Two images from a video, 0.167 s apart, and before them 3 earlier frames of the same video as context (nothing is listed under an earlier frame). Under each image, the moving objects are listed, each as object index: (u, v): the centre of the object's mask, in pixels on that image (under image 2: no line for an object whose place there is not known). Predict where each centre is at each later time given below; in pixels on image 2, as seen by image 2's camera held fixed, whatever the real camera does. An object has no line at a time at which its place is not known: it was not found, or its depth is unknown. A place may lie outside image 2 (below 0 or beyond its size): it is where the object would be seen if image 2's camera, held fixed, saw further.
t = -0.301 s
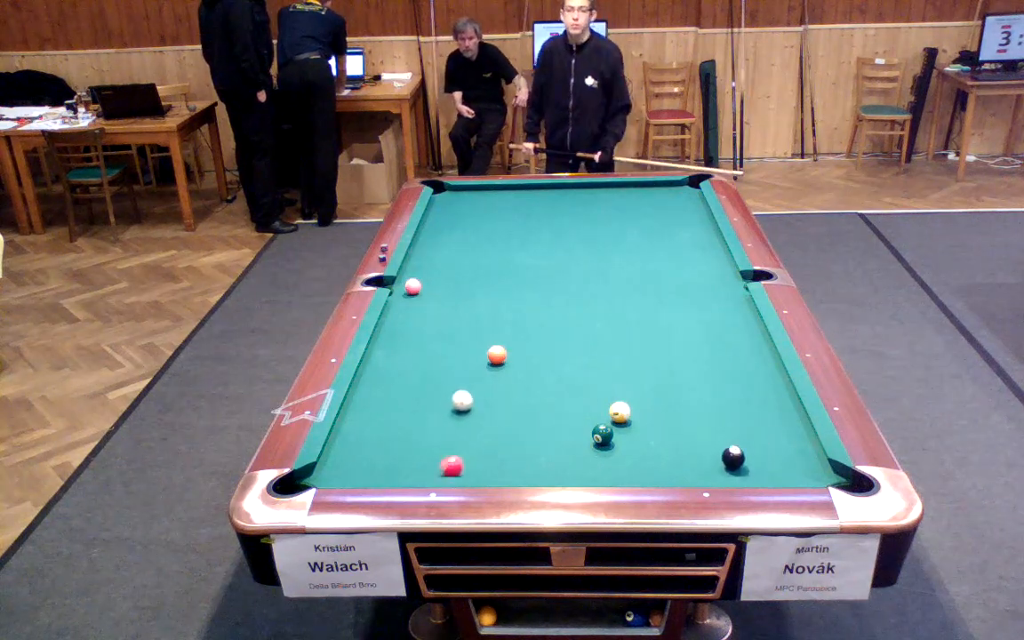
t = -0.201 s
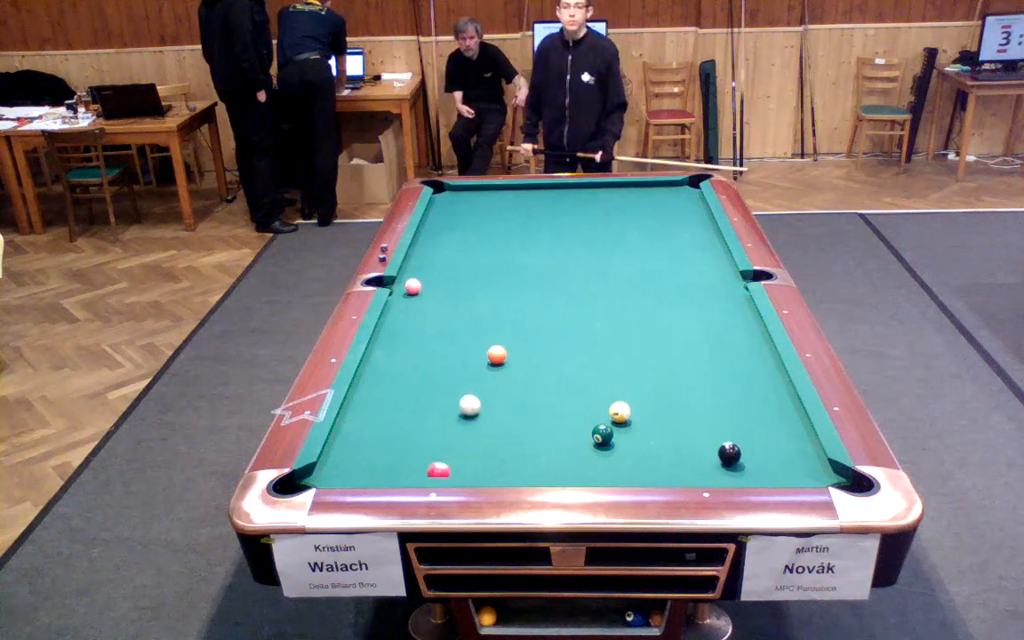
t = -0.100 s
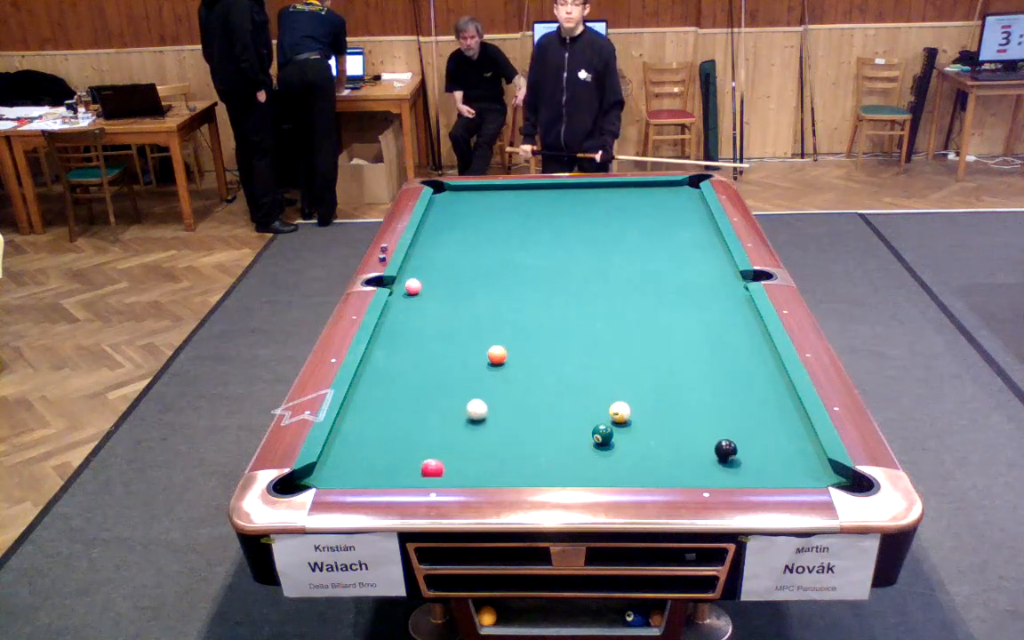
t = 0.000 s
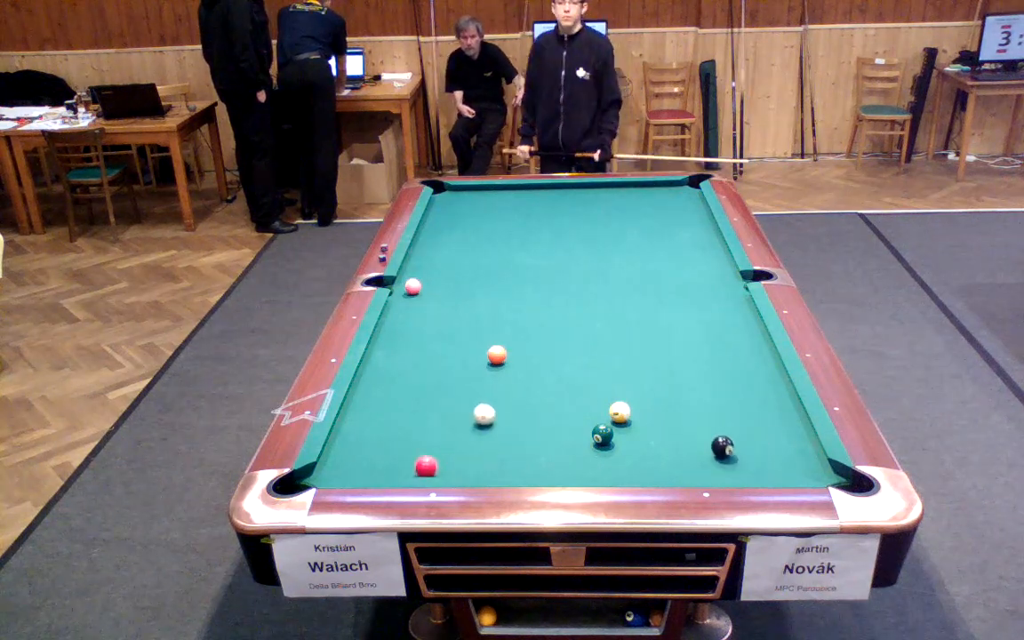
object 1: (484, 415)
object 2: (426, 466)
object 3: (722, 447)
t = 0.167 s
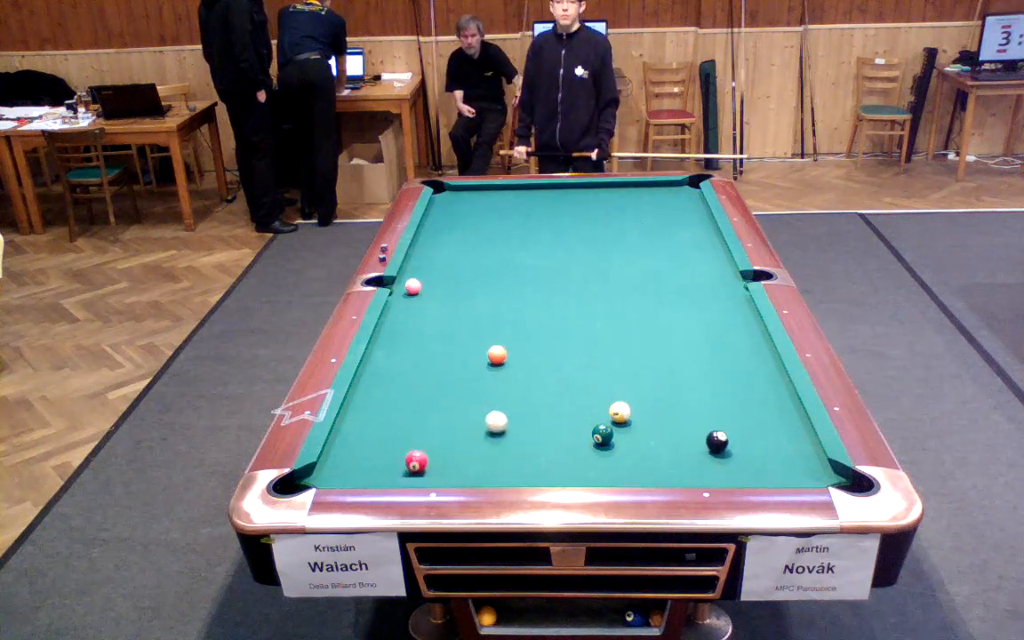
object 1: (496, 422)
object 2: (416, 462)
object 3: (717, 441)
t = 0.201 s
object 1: (499, 424)
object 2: (414, 461)
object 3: (716, 440)
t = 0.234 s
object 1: (501, 425)
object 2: (412, 459)
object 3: (715, 439)
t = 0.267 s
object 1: (503, 427)
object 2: (410, 459)
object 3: (714, 438)
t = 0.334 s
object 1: (510, 431)
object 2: (405, 456)
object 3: (711, 435)
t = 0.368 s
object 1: (513, 433)
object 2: (403, 454)
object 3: (710, 435)
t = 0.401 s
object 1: (515, 434)
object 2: (402, 454)
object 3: (709, 434)
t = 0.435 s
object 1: (517, 435)
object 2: (400, 452)
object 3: (708, 433)
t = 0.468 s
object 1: (520, 437)
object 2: (398, 452)
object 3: (707, 432)
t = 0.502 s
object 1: (522, 438)
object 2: (396, 451)
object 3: (706, 431)
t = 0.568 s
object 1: (527, 441)
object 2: (393, 449)
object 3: (704, 429)
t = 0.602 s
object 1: (529, 443)
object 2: (391, 448)
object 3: (703, 429)
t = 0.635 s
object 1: (531, 444)
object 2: (390, 447)
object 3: (702, 428)
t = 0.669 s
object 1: (533, 445)
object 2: (388, 446)
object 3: (702, 427)
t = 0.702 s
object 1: (536, 446)
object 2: (387, 445)
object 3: (701, 426)
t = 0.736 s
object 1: (538, 448)
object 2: (385, 445)
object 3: (700, 426)
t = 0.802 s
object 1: (543, 451)
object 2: (382, 443)
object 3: (699, 424)
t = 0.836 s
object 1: (545, 452)
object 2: (381, 442)
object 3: (698, 423)
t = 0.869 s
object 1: (547, 454)
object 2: (379, 441)
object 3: (697, 423)
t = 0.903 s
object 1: (549, 455)
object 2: (377, 441)
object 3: (697, 422)
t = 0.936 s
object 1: (552, 456)
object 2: (376, 440)
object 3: (696, 421)
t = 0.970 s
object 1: (554, 458)
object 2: (374, 440)
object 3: (696, 421)
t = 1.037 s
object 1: (558, 460)
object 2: (372, 438)
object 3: (694, 419)
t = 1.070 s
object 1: (560, 462)
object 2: (370, 438)
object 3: (694, 419)
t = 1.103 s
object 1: (563, 463)
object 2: (369, 437)
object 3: (693, 418)
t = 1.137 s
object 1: (565, 464)
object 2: (367, 436)
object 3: (693, 417)
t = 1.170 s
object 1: (567, 465)
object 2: (366, 436)
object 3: (692, 417)
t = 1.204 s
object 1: (569, 466)
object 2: (364, 435)
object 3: (692, 417)
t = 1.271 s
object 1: (573, 467)
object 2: (361, 434)
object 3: (691, 416)
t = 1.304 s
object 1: (575, 467)
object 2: (360, 433)
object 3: (690, 415)
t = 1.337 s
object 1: (577, 469)
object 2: (359, 433)
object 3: (690, 415)
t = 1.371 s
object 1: (579, 470)
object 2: (357, 432)
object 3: (690, 414)
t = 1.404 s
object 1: (581, 470)
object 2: (356, 432)
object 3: (689, 414)
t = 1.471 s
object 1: (583, 468)
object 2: (353, 430)
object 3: (688, 413)
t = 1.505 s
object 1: (585, 468)
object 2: (352, 430)
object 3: (688, 412)
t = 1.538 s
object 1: (586, 468)
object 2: (351, 429)
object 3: (688, 412)
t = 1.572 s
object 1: (587, 468)
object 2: (350, 429)
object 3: (688, 411)
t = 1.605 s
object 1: (588, 467)
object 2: (349, 428)
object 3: (687, 411)
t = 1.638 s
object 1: (589, 467)
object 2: (347, 428)
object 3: (687, 410)
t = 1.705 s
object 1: (591, 466)
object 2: (345, 427)
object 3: (686, 410)
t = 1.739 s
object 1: (592, 466)
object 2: (343, 426)
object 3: (686, 409)
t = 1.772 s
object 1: (593, 466)
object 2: (343, 426)
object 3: (686, 409)
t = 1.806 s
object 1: (593, 466)
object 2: (343, 426)
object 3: (685, 409)
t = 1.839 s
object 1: (594, 465)
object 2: (344, 425)
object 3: (685, 408)
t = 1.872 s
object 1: (595, 465)
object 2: (344, 425)
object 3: (685, 408)
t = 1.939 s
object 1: (597, 464)
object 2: (346, 424)
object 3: (684, 408)
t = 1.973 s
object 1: (597, 464)
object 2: (347, 424)
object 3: (684, 407)
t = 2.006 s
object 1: (598, 464)
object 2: (348, 424)
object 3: (684, 407)
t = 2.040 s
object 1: (599, 464)
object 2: (348, 424)
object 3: (684, 407)
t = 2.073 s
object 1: (599, 464)
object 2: (349, 423)
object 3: (684, 407)
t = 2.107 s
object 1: (600, 463)
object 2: (349, 423)
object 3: (684, 406)
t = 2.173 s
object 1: (601, 462)
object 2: (351, 423)
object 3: (683, 406)
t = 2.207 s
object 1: (601, 461)
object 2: (351, 422)
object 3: (683, 406)
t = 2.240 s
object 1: (602, 461)
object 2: (351, 422)
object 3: (683, 406)
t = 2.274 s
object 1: (603, 461)
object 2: (352, 422)
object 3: (683, 406)
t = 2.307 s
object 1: (603, 460)
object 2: (352, 422)
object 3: (683, 406)
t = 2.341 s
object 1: (603, 460)
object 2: (352, 422)
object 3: (683, 406)
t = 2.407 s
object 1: (604, 459)
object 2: (353, 422)
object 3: (683, 405)
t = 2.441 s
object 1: (605, 459)
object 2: (354, 421)
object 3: (683, 405)
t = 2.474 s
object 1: (605, 459)
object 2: (354, 421)
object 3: (683, 405)
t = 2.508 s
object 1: (605, 459)
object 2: (354, 421)
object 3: (683, 405)
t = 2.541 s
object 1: (606, 458)
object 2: (354, 421)
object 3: (683, 405)
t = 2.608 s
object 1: (606, 458)
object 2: (354, 421)
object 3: (683, 405)
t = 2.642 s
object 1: (606, 458)
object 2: (354, 421)
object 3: (683, 405)
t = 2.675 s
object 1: (606, 458)
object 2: (354, 421)
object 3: (683, 405)
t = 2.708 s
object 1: (606, 457)
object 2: (354, 421)
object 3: (683, 405)
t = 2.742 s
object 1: (607, 457)
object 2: (354, 421)
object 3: (683, 405)
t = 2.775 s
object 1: (607, 457)
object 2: (354, 421)
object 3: (683, 405)
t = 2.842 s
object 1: (607, 457)
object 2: (354, 421)
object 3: (683, 405)
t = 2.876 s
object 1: (607, 457)
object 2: (354, 421)
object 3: (683, 405)
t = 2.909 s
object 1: (607, 456)
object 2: (354, 421)
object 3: (683, 405)
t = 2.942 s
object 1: (607, 456)
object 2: (354, 421)
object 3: (683, 405)
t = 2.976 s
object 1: (607, 456)
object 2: (354, 421)
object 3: (683, 405)
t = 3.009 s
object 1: (607, 456)
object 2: (354, 421)
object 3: (683, 405)
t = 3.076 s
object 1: (607, 456)
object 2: (354, 421)
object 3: (683, 405)
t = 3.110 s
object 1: (607, 456)
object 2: (354, 421)
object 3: (683, 405)
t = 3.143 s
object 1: (607, 456)
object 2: (354, 421)
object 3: (683, 405)
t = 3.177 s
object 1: (607, 456)
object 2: (354, 421)
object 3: (683, 405)
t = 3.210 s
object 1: (606, 456)
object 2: (354, 421)
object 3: (683, 405)
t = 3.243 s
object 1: (606, 456)
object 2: (354, 421)
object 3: (683, 405)
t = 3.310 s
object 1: (606, 455)
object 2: (354, 421)
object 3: (683, 405)
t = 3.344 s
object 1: (606, 455)
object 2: (354, 421)
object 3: (683, 406)
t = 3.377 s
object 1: (606, 455)
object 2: (354, 421)
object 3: (683, 405)
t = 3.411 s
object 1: (606, 455)
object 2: (354, 421)
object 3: (683, 406)
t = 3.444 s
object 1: (606, 455)
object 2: (354, 421)
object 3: (683, 405)
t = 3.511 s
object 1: (606, 455)
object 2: (354, 421)
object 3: (683, 406)
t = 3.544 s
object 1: (606, 455)
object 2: (354, 421)
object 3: (683, 406)
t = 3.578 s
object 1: (606, 455)
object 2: (354, 421)
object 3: (683, 406)
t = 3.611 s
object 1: (606, 455)
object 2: (354, 421)
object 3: (683, 406)
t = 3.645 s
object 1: (606, 455)
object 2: (354, 421)
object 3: (683, 406)
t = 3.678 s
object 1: (606, 455)
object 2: (354, 421)
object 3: (683, 406)
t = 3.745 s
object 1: (606, 455)
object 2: (354, 421)
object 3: (683, 405)
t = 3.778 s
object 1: (606, 455)
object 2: (354, 421)
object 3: (683, 405)
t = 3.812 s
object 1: (606, 455)
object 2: (354, 421)
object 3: (683, 405)
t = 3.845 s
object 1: (606, 455)
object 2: (354, 421)
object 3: (683, 405)
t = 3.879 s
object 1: (606, 455)
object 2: (354, 421)
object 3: (683, 405)
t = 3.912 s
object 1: (606, 455)
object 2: (354, 421)
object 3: (683, 405)
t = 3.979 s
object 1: (606, 455)
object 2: (354, 421)
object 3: (683, 406)
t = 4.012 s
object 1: (606, 455)
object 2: (354, 421)
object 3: (683, 406)
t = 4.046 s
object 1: (606, 455)
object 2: (354, 421)
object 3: (683, 406)
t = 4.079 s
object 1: (606, 455)
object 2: (354, 421)
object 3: (683, 406)
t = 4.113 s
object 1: (606, 455)
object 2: (354, 421)
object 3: (683, 406)
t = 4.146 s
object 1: (606, 455)
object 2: (354, 421)
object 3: (683, 405)
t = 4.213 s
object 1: (606, 455)
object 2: (354, 421)
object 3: (683, 405)
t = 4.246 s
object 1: (606, 455)
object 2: (354, 421)
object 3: (683, 406)
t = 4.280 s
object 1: (606, 455)
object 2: (354, 421)
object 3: (683, 405)
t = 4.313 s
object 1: (606, 455)
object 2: (354, 421)
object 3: (683, 405)
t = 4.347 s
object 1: (606, 455)
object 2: (354, 421)
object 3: (683, 405)
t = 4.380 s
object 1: (606, 455)
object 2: (354, 421)
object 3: (683, 405)
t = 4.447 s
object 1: (606, 455)
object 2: (354, 421)
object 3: (683, 405)
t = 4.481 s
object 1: (606, 455)
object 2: (354, 421)
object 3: (683, 405)
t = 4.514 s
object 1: (606, 455)
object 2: (354, 421)
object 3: (683, 405)
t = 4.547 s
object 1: (606, 455)
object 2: (354, 421)
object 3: (683, 405)
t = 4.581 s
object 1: (606, 455)
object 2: (354, 421)
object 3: (683, 405)
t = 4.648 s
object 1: (606, 455)
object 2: (354, 421)
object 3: (683, 405)
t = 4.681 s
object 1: (606, 455)
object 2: (354, 421)
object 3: (683, 405)
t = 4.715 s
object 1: (606, 455)
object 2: (354, 421)
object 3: (683, 405)
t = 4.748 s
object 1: (606, 455)
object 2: (354, 421)
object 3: (683, 405)
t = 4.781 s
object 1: (606, 455)
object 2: (354, 421)
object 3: (683, 405)
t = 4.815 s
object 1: (606, 455)
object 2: (354, 421)
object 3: (683, 405)
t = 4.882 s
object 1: (606, 455)
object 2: (354, 421)
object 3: (683, 405)
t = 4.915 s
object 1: (606, 455)
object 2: (354, 421)
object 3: (683, 405)
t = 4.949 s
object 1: (606, 455)
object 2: (354, 421)
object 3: (683, 405)
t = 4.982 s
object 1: (606, 455)
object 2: (354, 421)
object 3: (683, 405)
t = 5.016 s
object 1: (606, 455)
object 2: (354, 421)
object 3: (683, 405)
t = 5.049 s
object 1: (606, 455)
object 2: (354, 421)
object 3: (683, 405)
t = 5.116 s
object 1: (606, 455)
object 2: (354, 421)
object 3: (683, 405)
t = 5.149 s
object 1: (606, 455)
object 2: (354, 421)
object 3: (683, 405)
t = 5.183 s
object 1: (606, 455)
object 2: (354, 421)
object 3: (683, 406)
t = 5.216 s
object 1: (606, 455)
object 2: (354, 421)
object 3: (683, 405)
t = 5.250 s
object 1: (606, 455)
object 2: (354, 421)
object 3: (683, 405)
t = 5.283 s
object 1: (606, 455)
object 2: (354, 421)
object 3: (683, 405)
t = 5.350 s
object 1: (606, 455)
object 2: (354, 421)
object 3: (683, 405)
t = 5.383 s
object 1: (606, 455)
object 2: (354, 421)
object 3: (683, 405)
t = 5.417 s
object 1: (606, 455)
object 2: (354, 421)
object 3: (683, 405)
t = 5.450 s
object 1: (606, 455)
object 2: (354, 421)
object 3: (683, 405)
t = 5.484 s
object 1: (606, 455)
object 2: (354, 421)
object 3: (683, 405)
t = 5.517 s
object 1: (606, 455)
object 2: (354, 421)
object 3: (683, 405)
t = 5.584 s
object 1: (606, 455)
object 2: (354, 421)
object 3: (683, 406)
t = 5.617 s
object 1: (606, 455)
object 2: (354, 421)
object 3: (683, 405)
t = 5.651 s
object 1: (606, 455)
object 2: (354, 421)
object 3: (683, 405)
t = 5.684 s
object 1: (606, 455)
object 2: (354, 421)
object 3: (683, 405)
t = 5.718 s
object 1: (606, 455)
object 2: (354, 421)
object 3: (683, 405)
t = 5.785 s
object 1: (606, 455)
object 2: (354, 421)
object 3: (683, 405)
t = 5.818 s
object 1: (606, 455)
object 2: (354, 421)
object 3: (683, 405)
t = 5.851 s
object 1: (606, 455)
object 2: (354, 421)
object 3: (683, 406)
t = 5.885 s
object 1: (606, 455)
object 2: (354, 421)
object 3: (683, 405)
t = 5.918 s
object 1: (606, 455)
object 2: (354, 421)
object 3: (683, 405)
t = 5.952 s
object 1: (606, 455)
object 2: (354, 421)
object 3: (683, 405)
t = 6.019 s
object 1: (606, 455)
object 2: (354, 421)
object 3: (683, 405)
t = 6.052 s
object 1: (606, 455)
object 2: (354, 421)
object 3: (683, 405)
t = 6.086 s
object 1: (606, 455)
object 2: (354, 421)
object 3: (683, 406)
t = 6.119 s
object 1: (606, 455)
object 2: (354, 421)
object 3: (683, 406)
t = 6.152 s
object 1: (606, 455)
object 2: (354, 421)
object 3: (683, 405)
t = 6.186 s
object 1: (606, 455)
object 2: (354, 421)
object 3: (683, 405)
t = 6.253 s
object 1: (606, 455)
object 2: (354, 421)
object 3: (683, 405)
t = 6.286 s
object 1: (606, 455)
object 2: (354, 421)
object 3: (683, 405)
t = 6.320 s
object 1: (606, 455)
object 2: (354, 421)
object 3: (683, 405)
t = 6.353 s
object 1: (606, 455)
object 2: (354, 421)
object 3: (683, 406)
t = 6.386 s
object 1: (606, 455)
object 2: (354, 421)
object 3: (683, 405)
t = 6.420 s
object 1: (606, 455)
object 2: (354, 421)
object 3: (683, 405)
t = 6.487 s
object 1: (606, 455)
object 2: (354, 421)
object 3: (683, 405)
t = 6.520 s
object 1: (606, 455)
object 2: (354, 421)
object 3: (683, 405)
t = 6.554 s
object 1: (606, 455)
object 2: (354, 421)
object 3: (683, 405)
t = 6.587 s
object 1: (606, 455)
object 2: (354, 421)
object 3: (683, 405)
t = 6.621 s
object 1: (606, 455)
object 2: (354, 421)
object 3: (683, 405)
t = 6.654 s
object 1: (606, 455)
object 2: (354, 421)
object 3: (683, 405)
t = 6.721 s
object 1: (606, 455)
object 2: (354, 421)
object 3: (683, 405)
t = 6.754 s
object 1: (606, 455)
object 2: (354, 421)
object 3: (683, 405)
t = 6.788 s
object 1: (606, 455)
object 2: (354, 421)
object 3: (683, 405)
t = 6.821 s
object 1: (606, 455)
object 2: (354, 421)
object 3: (683, 405)
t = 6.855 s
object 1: (606, 455)
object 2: (354, 421)
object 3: (683, 405)
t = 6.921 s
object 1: (606, 455)
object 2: (354, 421)
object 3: (683, 405)
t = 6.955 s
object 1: (606, 455)
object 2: (354, 421)
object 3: (683, 405)
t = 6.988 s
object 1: (606, 455)
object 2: (354, 421)
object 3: (683, 405)
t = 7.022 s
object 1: (606, 455)
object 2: (354, 421)
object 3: (683, 405)
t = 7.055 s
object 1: (606, 455)
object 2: (354, 421)
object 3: (683, 405)
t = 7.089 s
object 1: (606, 455)
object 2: (354, 421)
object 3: (683, 405)
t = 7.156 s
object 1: (606, 455)
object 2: (354, 421)
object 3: (683, 405)
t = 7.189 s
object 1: (606, 455)
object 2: (354, 421)
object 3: (683, 405)
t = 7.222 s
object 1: (606, 455)
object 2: (354, 421)
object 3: (683, 406)
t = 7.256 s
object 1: (606, 455)
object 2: (354, 421)
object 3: (683, 405)
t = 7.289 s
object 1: (606, 455)
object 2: (354, 421)
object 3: (683, 405)
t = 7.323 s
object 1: (606, 455)
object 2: (354, 421)
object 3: (683, 405)
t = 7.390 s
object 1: (606, 455)
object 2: (354, 421)
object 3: (683, 405)
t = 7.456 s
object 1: (606, 455)
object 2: (354, 421)
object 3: (683, 405)
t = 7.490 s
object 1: (606, 455)
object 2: (354, 421)
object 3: (683, 405)
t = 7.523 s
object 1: (606, 455)
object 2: (354, 421)
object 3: (683, 405)
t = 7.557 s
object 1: (606, 455)
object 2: (354, 421)
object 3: (683, 405)
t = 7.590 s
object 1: (606, 455)
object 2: (354, 421)
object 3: (683, 405)
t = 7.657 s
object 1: (606, 455)
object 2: (354, 421)
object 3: (683, 405)
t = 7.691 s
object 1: (606, 455)
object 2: (354, 421)
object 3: (683, 406)
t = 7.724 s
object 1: (606, 455)
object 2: (354, 421)
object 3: (683, 405)
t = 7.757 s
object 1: (606, 455)
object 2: (354, 421)
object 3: (683, 405)
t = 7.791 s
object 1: (606, 455)
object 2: (354, 421)
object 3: (683, 405)
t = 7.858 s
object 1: (606, 455)
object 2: (354, 421)
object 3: (683, 405)
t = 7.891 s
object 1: (606, 455)
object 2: (354, 421)
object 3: (683, 405)
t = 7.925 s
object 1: (606, 455)
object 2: (354, 421)
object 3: (683, 405)
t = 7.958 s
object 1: (606, 455)
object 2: (354, 421)
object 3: (683, 405)
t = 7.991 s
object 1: (606, 455)
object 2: (354, 421)
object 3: (683, 405)
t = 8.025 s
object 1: (606, 455)
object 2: (354, 421)
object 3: (683, 405)
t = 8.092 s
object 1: (606, 455)
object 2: (354, 421)
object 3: (683, 405)
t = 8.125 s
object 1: (606, 455)
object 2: (354, 421)
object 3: (683, 406)
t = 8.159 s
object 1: (606, 455)
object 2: (354, 421)
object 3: (683, 406)
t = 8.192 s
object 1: (606, 455)
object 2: (354, 421)
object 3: (683, 405)
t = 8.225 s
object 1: (606, 455)
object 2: (354, 421)
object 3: (683, 405)
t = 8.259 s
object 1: (606, 455)
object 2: (354, 421)
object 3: (683, 405)
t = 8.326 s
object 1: (606, 455)
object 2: (354, 421)
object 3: (683, 405)
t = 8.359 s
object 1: (606, 455)
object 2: (354, 421)
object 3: (683, 405)
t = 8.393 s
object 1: (606, 455)
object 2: (354, 421)
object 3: (683, 405)
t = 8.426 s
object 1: (606, 455)
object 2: (354, 421)
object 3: (683, 405)
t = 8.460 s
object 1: (606, 455)
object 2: (354, 421)
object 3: (683, 405)
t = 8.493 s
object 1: (606, 455)
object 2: (354, 421)
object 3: (683, 405)
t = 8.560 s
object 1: (606, 455)
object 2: (354, 421)
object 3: (683, 405)
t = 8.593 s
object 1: (606, 455)
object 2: (354, 421)
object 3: (683, 406)
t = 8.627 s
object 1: (606, 455)
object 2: (354, 421)
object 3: (683, 405)
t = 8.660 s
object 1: (606, 455)
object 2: (354, 421)
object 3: (683, 405)
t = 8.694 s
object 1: (606, 455)
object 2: (354, 421)
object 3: (683, 406)
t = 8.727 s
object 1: (606, 455)
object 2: (354, 421)
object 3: (683, 406)
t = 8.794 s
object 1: (606, 455)
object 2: (354, 421)
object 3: (683, 406)
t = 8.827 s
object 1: (606, 455)
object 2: (354, 421)
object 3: (683, 406)
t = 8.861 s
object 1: (606, 455)
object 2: (354, 421)
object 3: (683, 406)
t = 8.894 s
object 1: (606, 455)
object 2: (354, 421)
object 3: (683, 406)
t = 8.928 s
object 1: (606, 455)
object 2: (354, 421)
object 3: (683, 406)
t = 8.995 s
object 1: (606, 455)
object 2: (354, 421)
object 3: (683, 406)
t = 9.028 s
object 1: (606, 455)
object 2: (354, 421)
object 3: (683, 406)
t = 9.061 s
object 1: (606, 455)
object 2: (354, 421)
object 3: (683, 406)
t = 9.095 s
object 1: (606, 455)
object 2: (354, 421)
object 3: (683, 406)
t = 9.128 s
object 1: (606, 455)
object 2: (354, 421)
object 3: (683, 406)
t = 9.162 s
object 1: (606, 455)
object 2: (354, 421)
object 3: (683, 406)
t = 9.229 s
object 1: (606, 455)
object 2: (354, 421)
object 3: (683, 406)
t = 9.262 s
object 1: (606, 455)
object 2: (354, 421)
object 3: (683, 406)
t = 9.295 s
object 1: (606, 455)
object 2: (354, 421)
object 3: (683, 406)
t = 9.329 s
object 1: (606, 455)
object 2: (354, 421)
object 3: (683, 406)
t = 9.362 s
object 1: (606, 455)
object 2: (354, 421)
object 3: (683, 406)
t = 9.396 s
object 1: (606, 455)
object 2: (354, 421)
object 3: (683, 406)
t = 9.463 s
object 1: (606, 455)
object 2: (354, 421)
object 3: (683, 406)
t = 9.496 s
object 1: (606, 455)
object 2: (354, 421)
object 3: (683, 406)
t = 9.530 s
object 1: (606, 455)
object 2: (354, 421)
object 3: (683, 406)
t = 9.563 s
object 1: (606, 455)
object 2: (354, 421)
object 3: (683, 406)
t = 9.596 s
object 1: (606, 455)
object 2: (354, 421)
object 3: (683, 406)
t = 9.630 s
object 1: (606, 455)
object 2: (354, 421)
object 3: (683, 406)
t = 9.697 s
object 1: (606, 455)
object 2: (354, 421)
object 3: (683, 406)
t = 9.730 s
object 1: (606, 455)
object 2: (354, 421)
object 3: (683, 406)
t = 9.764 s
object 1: (606, 455)
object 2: (354, 421)
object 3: (683, 406)
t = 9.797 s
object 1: (606, 455)
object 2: (354, 421)
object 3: (683, 406)
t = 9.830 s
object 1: (606, 455)
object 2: (354, 421)
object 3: (683, 406)
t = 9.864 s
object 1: (606, 455)
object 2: (354, 421)
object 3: (683, 406)
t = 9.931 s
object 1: (606, 455)
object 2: (354, 421)
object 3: (683, 406)
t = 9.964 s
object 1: (606, 455)
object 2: (354, 421)
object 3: (683, 406)
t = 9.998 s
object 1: (606, 455)
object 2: (354, 421)
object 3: (683, 406)
